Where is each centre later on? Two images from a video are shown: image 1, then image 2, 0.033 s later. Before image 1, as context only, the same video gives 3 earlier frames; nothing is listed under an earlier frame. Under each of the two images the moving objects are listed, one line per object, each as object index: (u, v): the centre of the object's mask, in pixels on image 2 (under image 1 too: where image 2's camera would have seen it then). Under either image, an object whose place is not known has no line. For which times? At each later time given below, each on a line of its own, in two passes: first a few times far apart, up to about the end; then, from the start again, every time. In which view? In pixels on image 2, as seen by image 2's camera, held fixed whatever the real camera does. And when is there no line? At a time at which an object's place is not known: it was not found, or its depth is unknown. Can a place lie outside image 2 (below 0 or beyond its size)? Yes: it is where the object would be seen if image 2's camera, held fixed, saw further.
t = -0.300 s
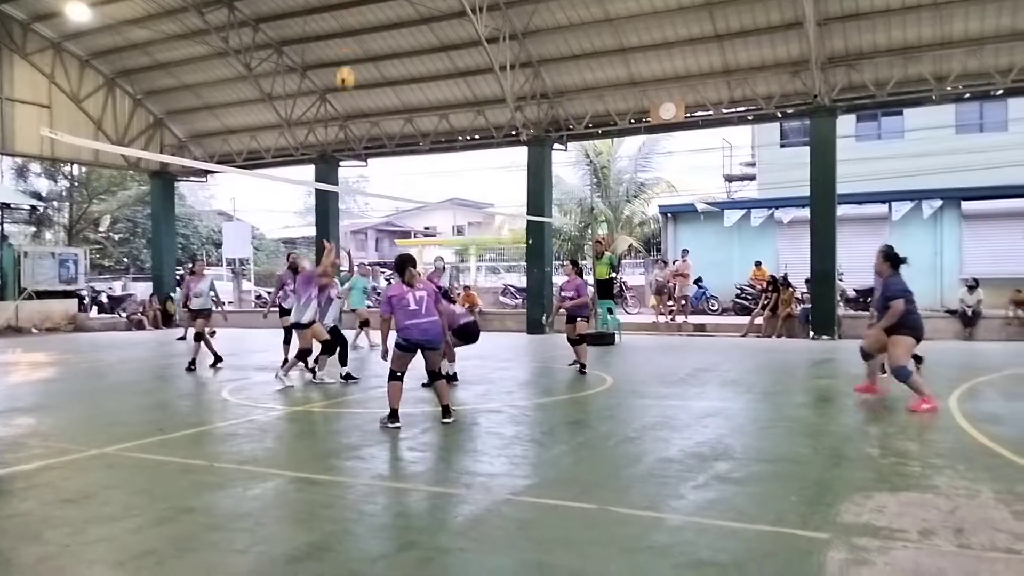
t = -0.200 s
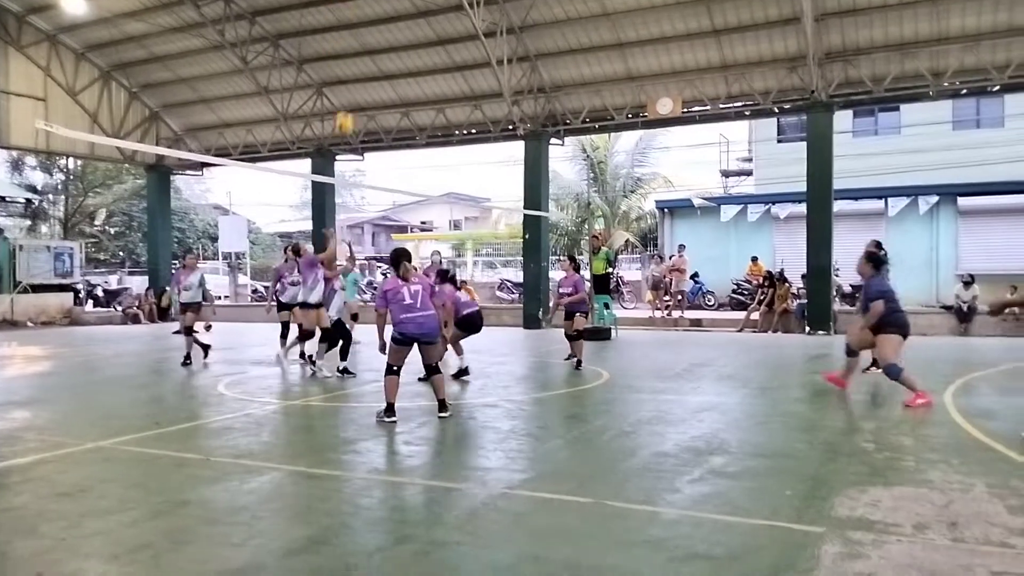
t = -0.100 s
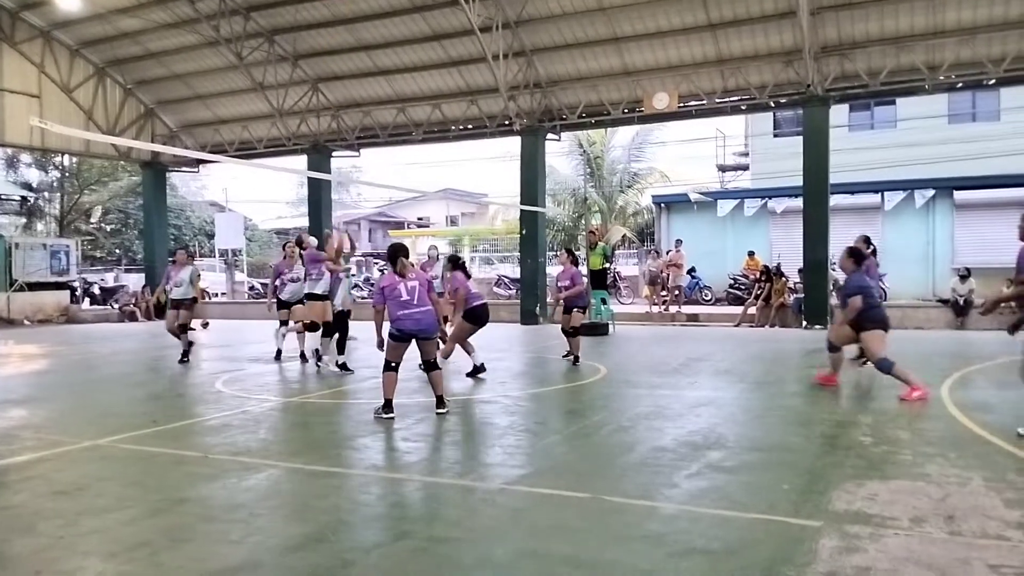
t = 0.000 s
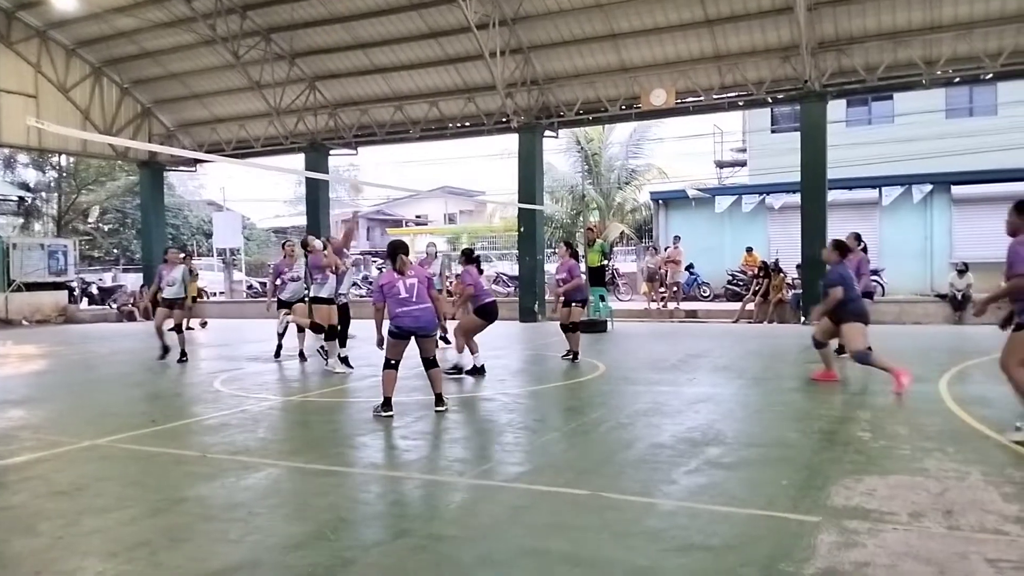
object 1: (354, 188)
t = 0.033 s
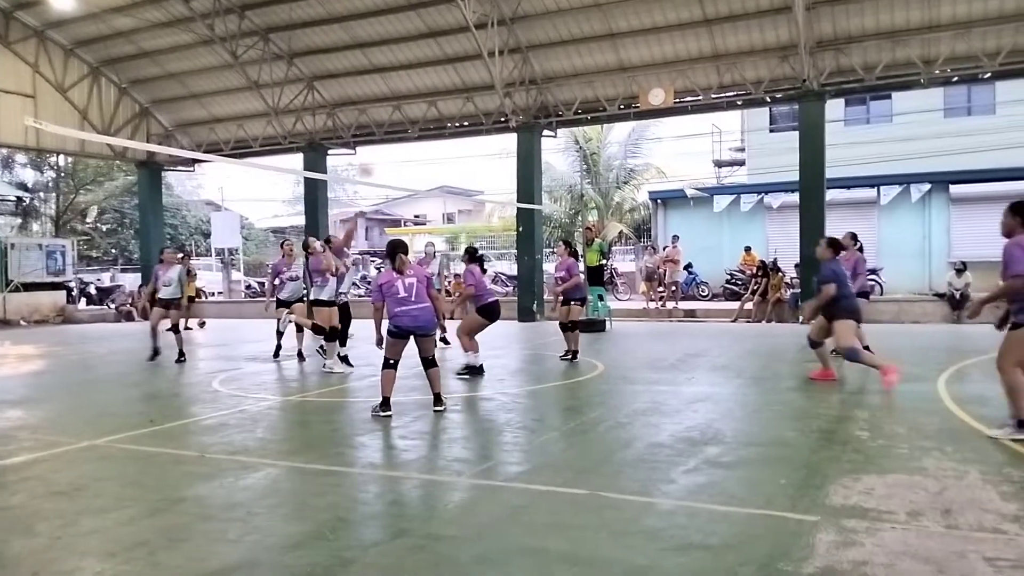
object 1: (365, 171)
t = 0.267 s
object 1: (444, 72)
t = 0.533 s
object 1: (537, 17)
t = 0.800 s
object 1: (632, 17)
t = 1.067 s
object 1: (722, 83)
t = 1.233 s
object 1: (785, 159)
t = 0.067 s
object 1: (377, 152)
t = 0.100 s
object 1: (387, 136)
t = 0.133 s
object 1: (397, 123)
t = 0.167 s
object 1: (408, 109)
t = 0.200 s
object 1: (420, 96)
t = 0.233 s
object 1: (432, 85)
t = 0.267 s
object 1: (444, 72)
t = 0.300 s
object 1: (455, 62)
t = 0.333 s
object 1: (466, 54)
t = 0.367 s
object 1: (478, 46)
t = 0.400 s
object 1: (489, 38)
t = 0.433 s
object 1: (501, 32)
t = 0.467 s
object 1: (513, 26)
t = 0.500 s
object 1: (525, 21)
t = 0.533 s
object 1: (537, 17)
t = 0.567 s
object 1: (549, 14)
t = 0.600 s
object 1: (560, 11)
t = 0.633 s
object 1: (574, 10)
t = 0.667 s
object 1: (585, 10)
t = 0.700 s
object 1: (597, 10)
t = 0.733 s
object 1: (609, 12)
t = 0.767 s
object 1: (621, 14)
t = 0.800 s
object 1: (632, 17)
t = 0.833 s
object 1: (642, 24)
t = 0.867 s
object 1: (652, 29)
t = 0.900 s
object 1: (664, 35)
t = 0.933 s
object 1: (677, 41)
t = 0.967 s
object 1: (687, 51)
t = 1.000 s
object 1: (699, 61)
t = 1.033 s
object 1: (710, 72)
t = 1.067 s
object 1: (722, 83)
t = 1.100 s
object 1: (736, 97)
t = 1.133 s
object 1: (747, 111)
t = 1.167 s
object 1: (759, 127)
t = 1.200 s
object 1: (770, 142)
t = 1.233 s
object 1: (785, 159)
